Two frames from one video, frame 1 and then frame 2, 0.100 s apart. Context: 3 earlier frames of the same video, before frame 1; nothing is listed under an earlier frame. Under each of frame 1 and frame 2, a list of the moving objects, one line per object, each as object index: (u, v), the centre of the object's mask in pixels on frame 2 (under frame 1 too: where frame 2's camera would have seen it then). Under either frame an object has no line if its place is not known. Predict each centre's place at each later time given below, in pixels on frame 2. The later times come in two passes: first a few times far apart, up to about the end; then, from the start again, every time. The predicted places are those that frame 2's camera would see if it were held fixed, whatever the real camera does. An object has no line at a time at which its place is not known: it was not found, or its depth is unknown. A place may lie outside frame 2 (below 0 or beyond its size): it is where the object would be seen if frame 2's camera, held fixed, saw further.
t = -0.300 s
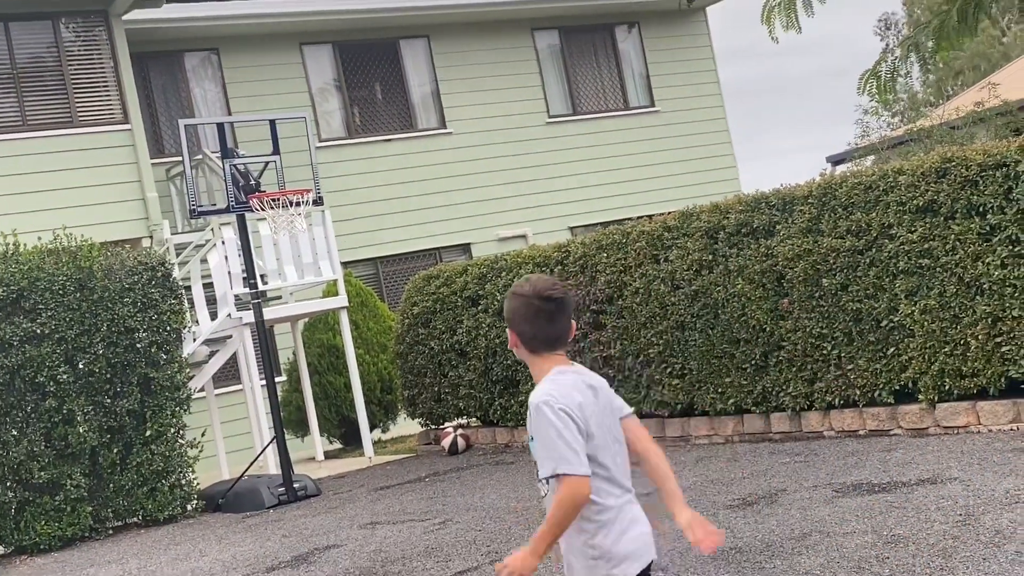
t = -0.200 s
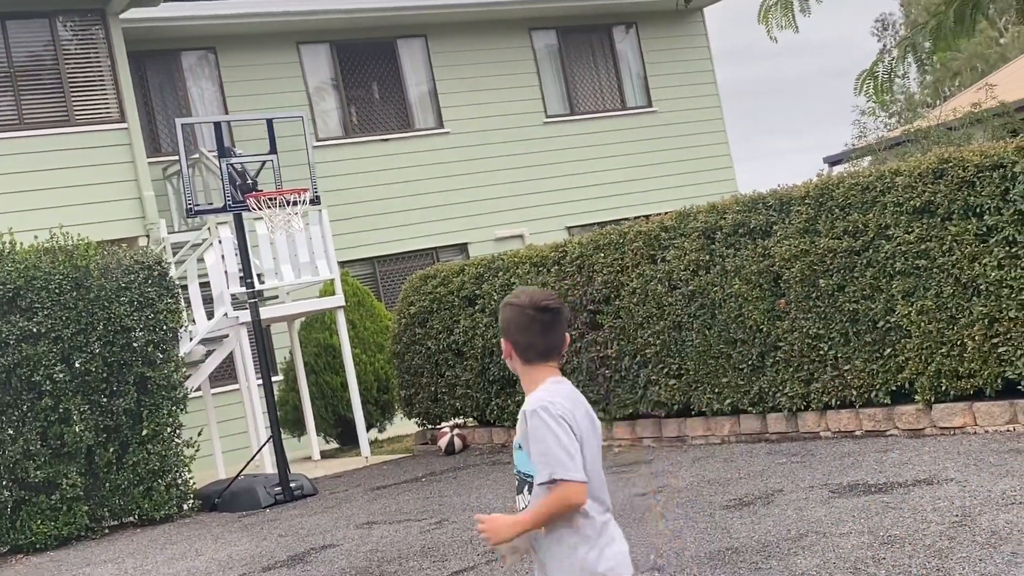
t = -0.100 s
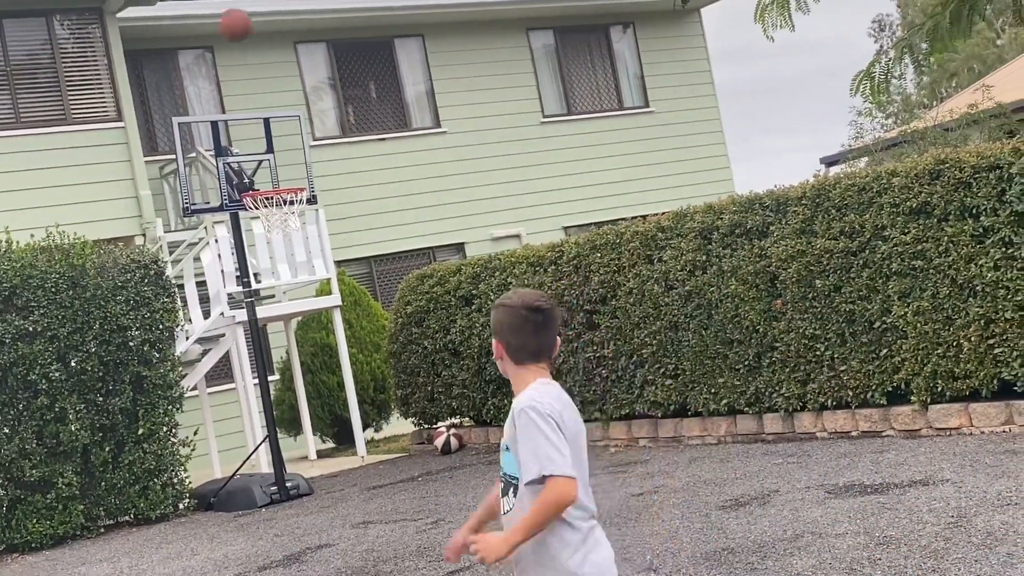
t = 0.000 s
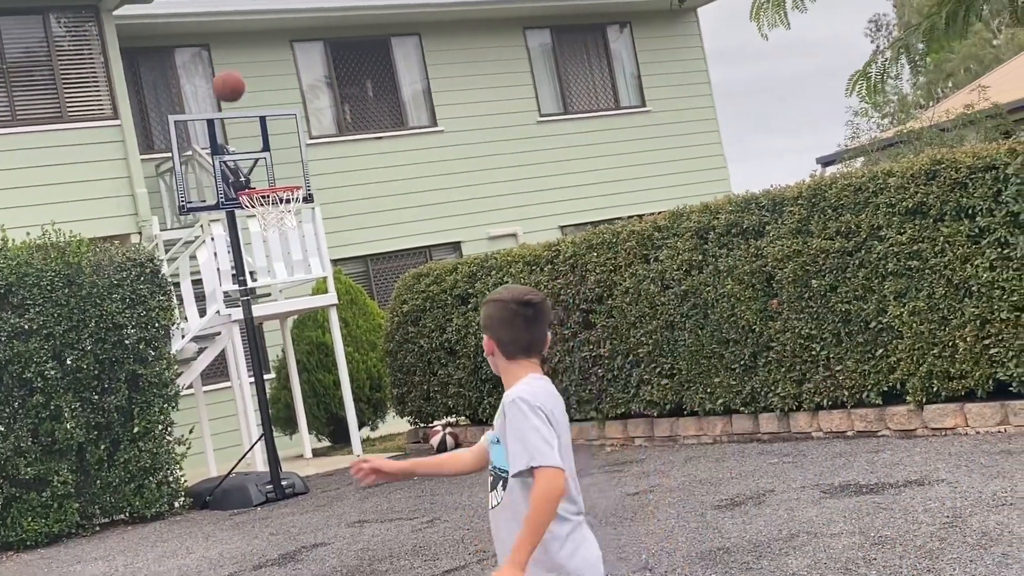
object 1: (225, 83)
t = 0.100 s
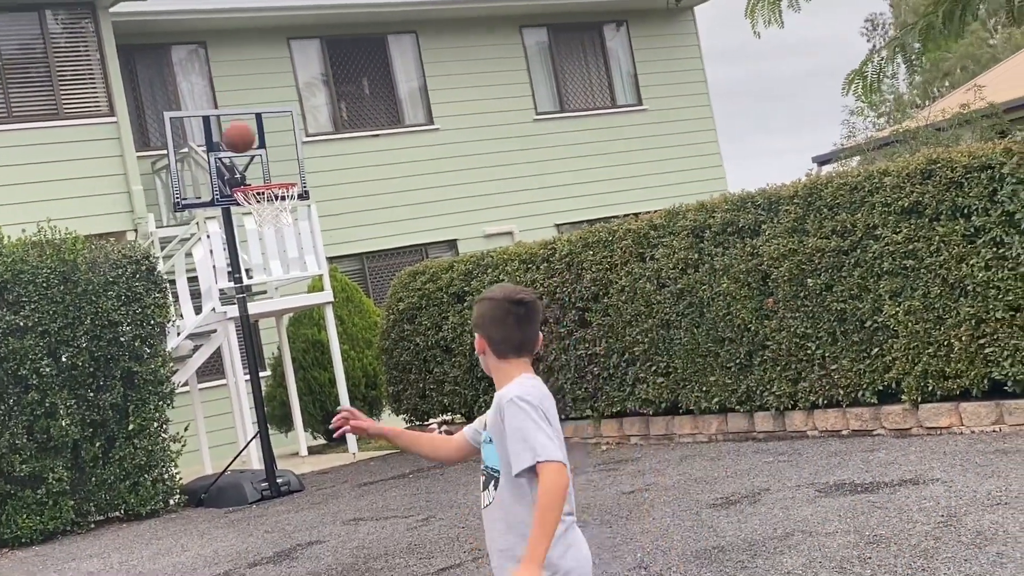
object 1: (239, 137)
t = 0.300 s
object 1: (270, 197)
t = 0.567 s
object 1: (258, 259)
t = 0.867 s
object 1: (274, 419)
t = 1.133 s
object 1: (279, 396)
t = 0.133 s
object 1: (249, 153)
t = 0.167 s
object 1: (259, 170)
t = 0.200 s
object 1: (266, 178)
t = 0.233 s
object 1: (269, 182)
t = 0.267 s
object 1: (271, 191)
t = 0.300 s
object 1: (270, 197)
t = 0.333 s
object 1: (270, 204)
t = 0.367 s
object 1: (261, 211)
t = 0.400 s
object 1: (260, 219)
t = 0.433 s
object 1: (261, 231)
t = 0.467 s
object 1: (259, 233)
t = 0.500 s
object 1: (257, 240)
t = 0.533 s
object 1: (257, 249)
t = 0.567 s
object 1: (258, 259)
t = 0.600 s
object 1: (259, 271)
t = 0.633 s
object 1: (260, 284)
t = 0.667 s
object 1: (261, 299)
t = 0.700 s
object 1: (263, 316)
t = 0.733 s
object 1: (264, 333)
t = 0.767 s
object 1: (265, 353)
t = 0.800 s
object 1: (269, 374)
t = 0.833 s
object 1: (272, 396)
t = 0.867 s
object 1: (274, 419)
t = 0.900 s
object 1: (276, 445)
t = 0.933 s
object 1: (280, 471)
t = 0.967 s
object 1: (284, 497)
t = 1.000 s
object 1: (282, 475)
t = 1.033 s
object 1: (281, 453)
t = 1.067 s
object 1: (281, 433)
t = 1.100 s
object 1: (281, 415)
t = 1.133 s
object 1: (279, 396)
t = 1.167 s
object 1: (278, 380)
